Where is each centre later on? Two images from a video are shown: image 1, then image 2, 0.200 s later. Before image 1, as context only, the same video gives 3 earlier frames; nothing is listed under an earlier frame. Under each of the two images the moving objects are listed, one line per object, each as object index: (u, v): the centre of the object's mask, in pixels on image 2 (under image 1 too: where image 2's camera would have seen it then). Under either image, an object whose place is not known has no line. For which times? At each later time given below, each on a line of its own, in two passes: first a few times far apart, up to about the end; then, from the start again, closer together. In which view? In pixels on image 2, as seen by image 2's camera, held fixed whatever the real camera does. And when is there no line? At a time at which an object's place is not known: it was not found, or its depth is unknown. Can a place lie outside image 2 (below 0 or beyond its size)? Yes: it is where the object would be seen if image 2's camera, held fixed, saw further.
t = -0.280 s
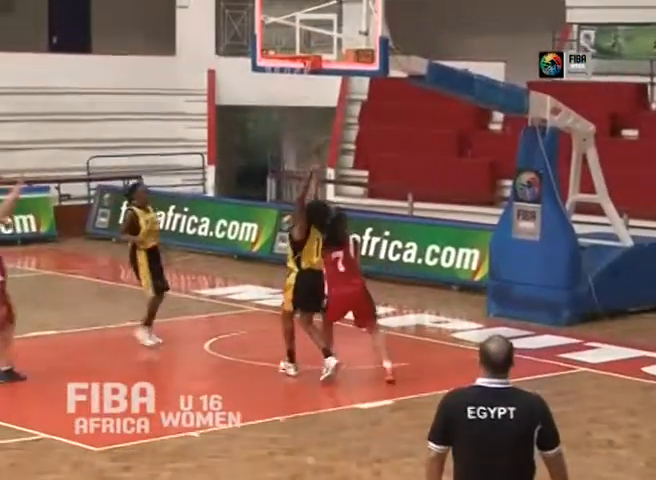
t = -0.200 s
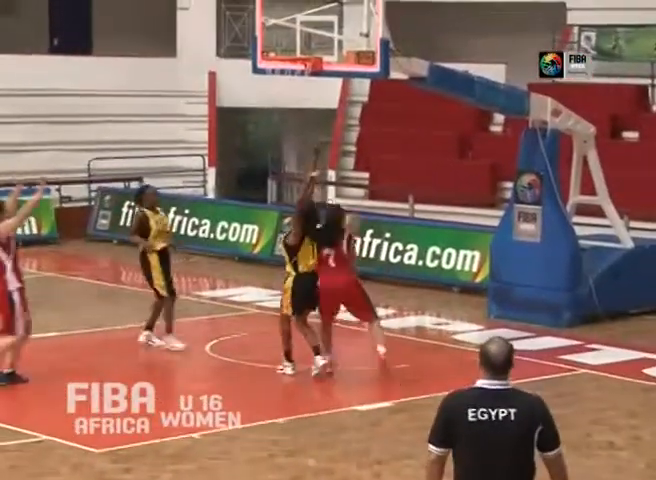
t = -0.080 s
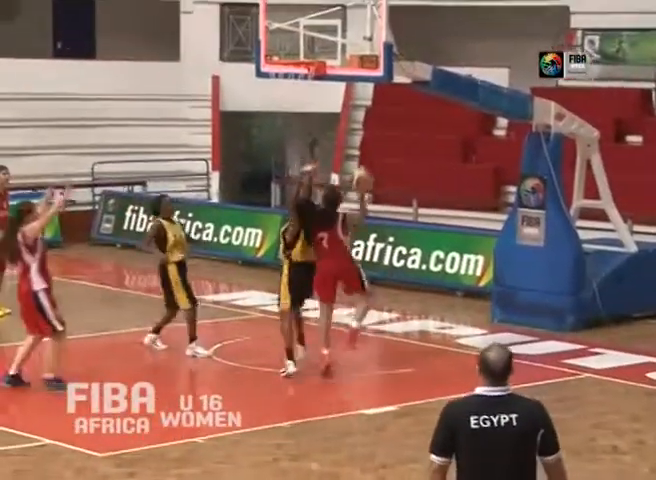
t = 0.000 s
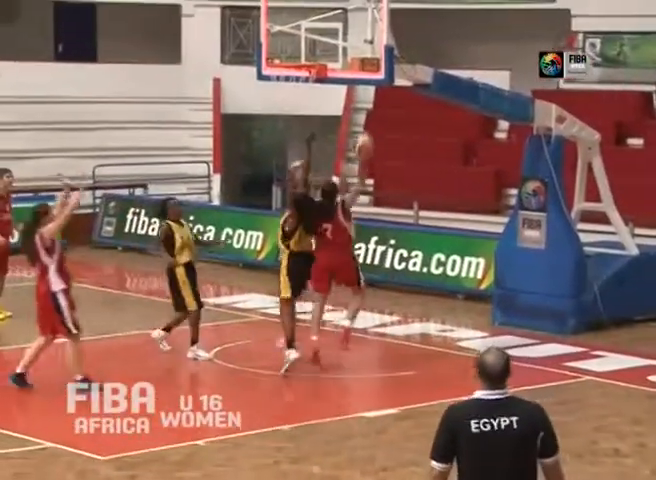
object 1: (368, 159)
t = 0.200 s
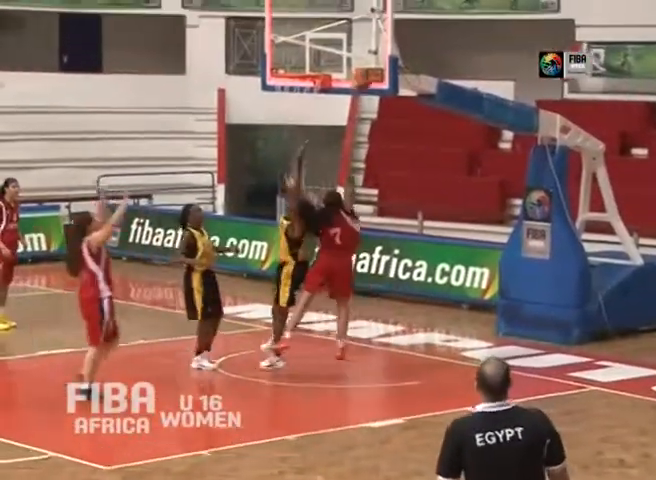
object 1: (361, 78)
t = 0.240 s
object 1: (359, 70)
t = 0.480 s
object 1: (328, 48)
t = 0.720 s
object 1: (285, 87)
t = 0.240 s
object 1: (359, 70)
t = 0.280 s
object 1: (356, 60)
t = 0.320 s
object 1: (354, 54)
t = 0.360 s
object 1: (350, 49)
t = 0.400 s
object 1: (343, 47)
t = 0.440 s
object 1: (335, 47)
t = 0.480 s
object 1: (328, 48)
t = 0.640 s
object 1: (299, 66)
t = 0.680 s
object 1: (294, 80)
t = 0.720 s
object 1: (285, 87)
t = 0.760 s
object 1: (279, 97)
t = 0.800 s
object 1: (276, 102)
